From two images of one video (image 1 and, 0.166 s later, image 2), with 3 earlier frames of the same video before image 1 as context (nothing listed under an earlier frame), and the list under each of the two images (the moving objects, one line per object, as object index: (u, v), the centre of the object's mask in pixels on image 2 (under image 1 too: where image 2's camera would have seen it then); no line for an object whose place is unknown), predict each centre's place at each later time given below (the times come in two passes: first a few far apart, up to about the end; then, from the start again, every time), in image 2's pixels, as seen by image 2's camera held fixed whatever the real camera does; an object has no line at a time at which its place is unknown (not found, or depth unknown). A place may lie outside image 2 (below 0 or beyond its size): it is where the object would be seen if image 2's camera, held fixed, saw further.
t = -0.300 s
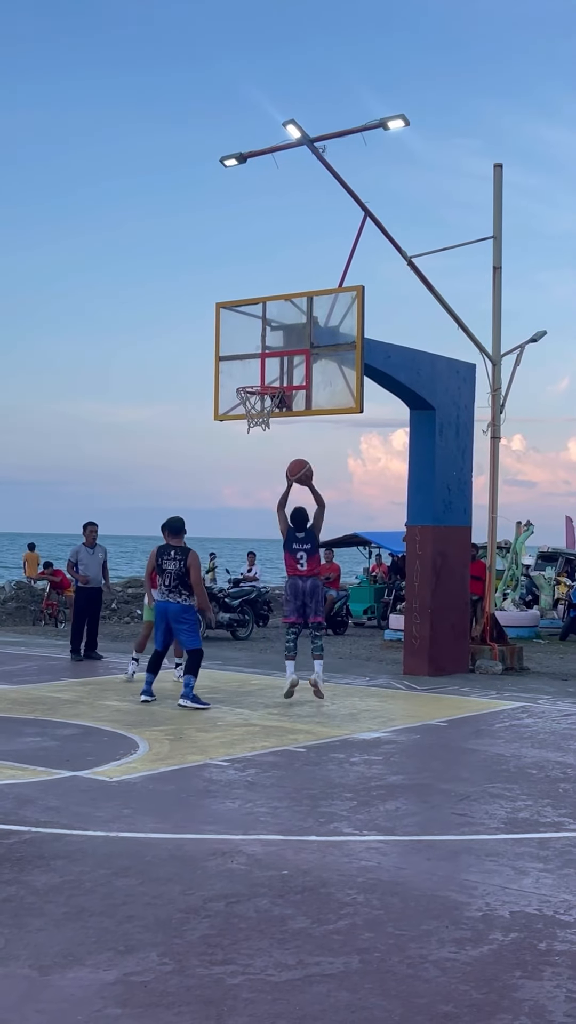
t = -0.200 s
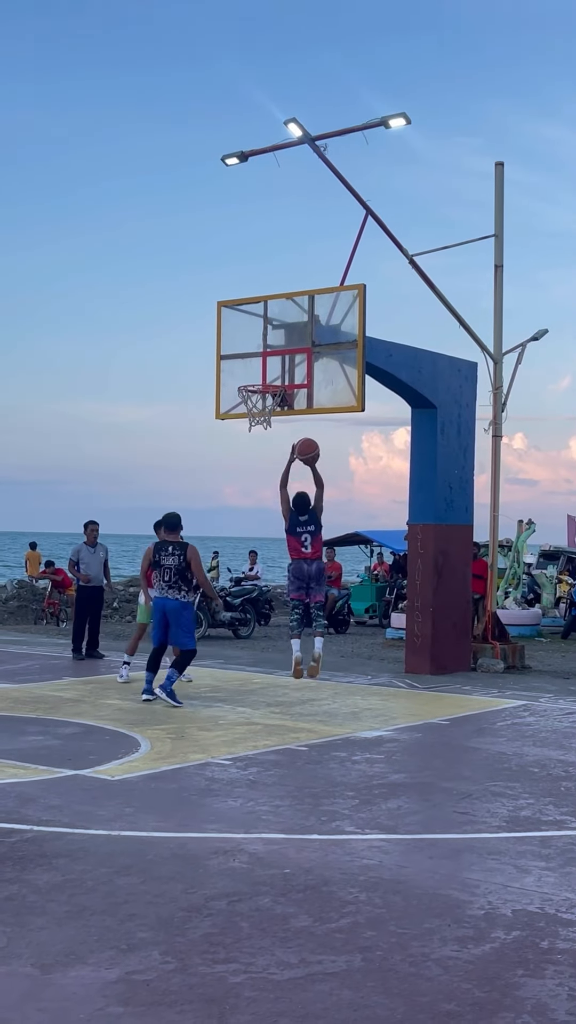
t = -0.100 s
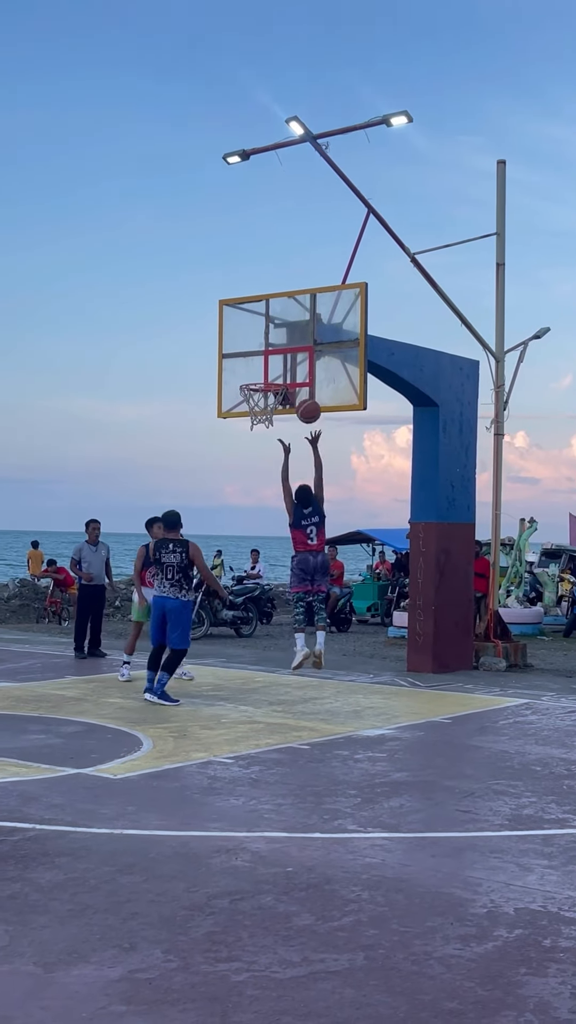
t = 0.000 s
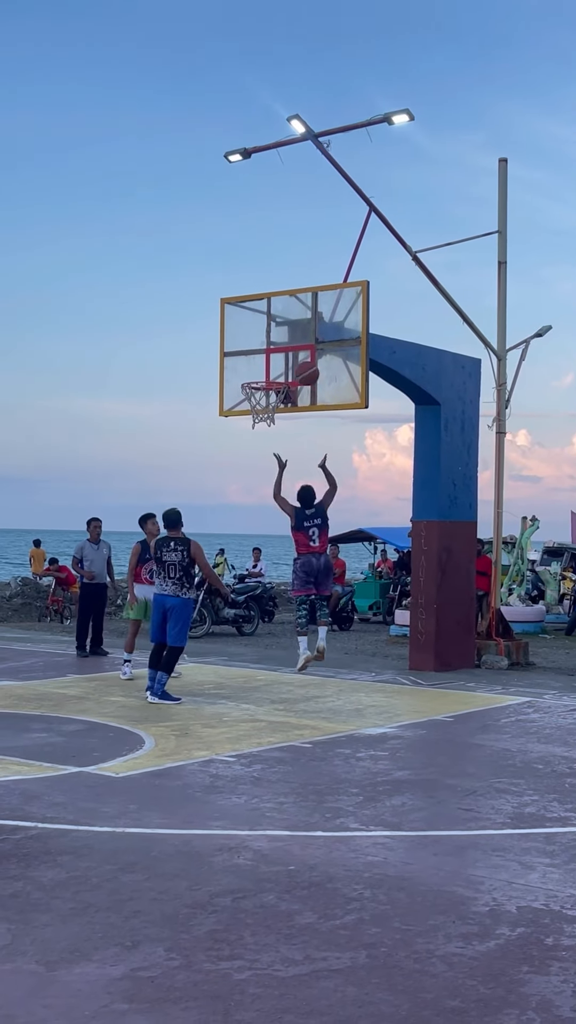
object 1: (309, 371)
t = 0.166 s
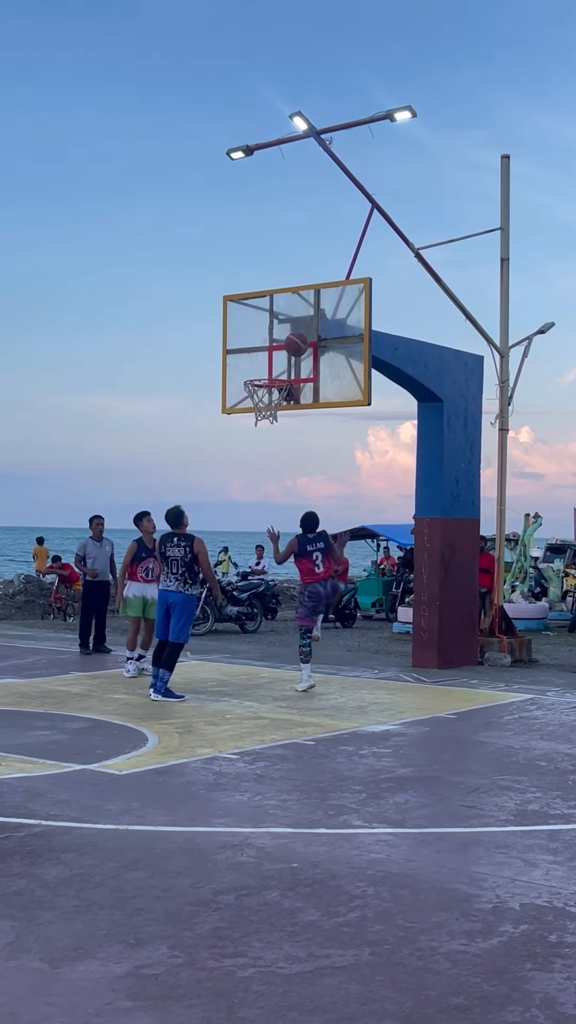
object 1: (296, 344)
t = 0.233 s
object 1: (289, 344)
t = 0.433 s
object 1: (267, 368)
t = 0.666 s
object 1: (255, 423)
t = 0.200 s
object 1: (293, 343)
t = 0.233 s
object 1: (289, 344)
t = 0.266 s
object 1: (286, 345)
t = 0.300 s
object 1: (282, 348)
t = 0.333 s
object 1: (278, 352)
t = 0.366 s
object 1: (275, 356)
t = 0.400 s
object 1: (271, 362)
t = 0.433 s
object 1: (267, 368)
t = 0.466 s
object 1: (263, 375)
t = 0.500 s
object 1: (259, 386)
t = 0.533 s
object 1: (257, 394)
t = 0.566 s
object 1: (254, 403)
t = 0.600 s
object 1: (254, 409)
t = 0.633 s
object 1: (254, 418)
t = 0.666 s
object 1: (255, 423)
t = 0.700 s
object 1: (255, 431)
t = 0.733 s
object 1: (256, 441)
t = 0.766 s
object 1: (256, 451)
